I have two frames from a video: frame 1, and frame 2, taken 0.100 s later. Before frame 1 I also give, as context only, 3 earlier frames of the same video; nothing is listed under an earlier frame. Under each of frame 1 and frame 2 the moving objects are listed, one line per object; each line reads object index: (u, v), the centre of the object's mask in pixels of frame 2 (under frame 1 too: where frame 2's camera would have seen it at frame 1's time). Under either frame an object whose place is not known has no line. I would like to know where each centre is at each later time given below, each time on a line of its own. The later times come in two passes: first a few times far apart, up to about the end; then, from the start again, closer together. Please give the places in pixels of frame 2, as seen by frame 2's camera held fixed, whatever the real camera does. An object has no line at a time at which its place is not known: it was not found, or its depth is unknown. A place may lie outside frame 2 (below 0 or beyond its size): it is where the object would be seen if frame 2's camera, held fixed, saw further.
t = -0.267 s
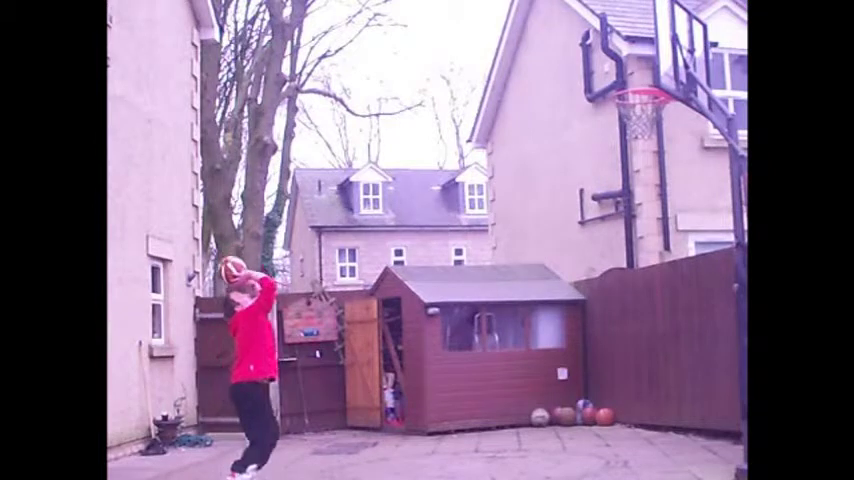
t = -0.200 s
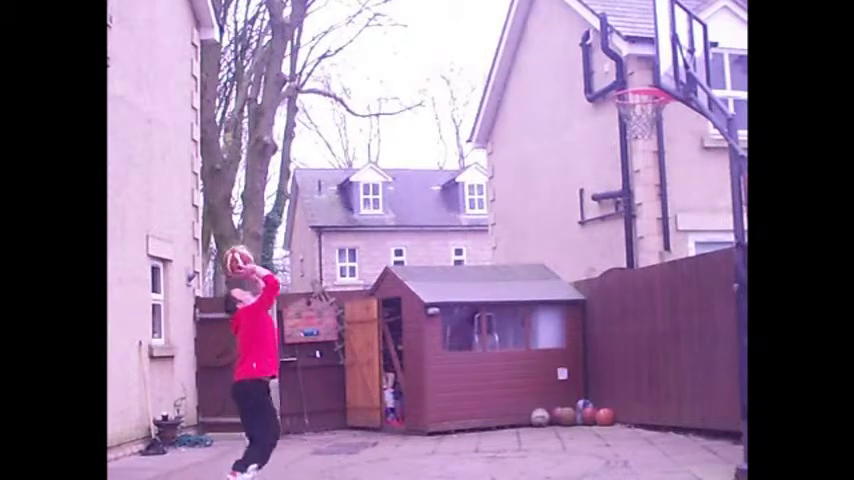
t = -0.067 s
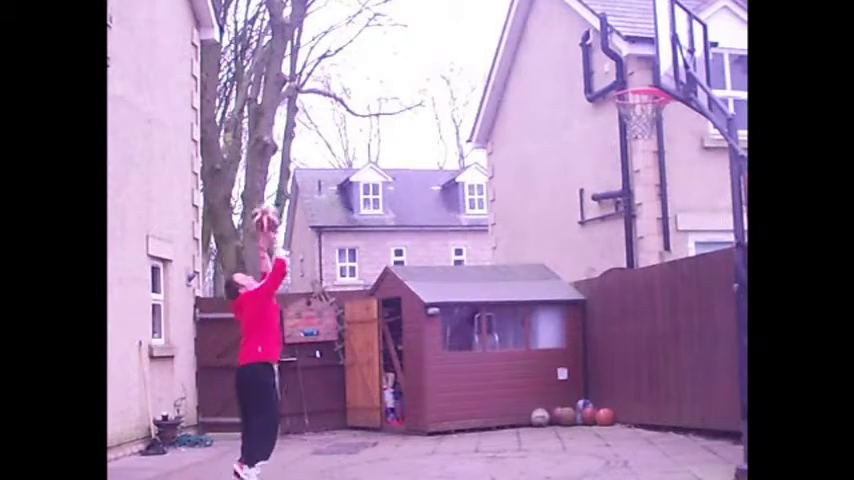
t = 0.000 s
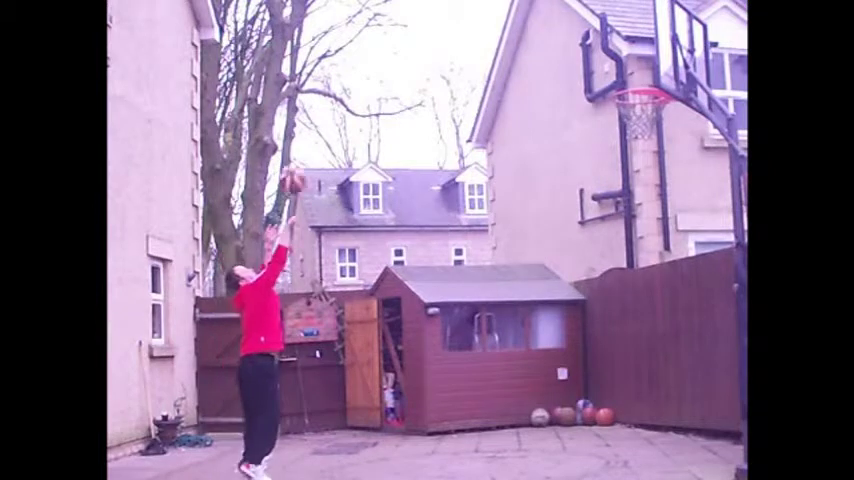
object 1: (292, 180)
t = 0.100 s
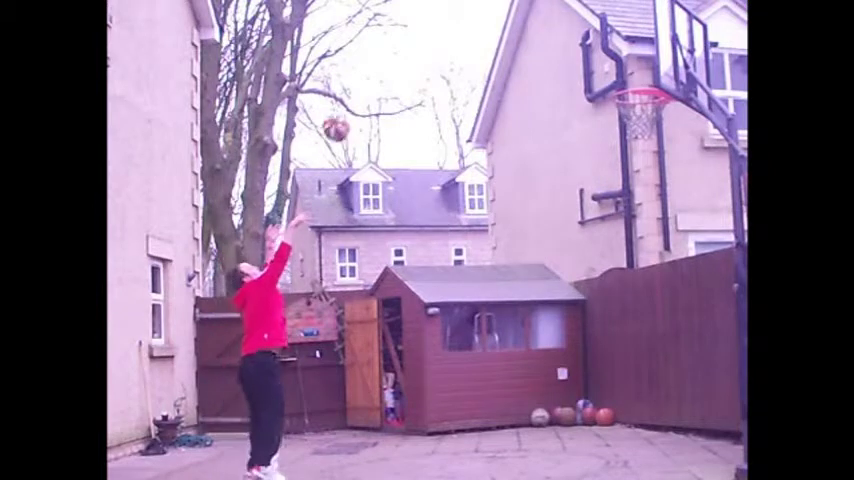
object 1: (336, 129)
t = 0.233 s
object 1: (393, 79)
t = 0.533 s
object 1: (527, 40)
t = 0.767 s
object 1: (629, 77)
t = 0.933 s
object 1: (651, 76)
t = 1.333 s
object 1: (669, 102)
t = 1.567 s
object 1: (670, 153)
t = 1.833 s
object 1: (679, 290)
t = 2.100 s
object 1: (686, 414)
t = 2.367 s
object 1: (680, 287)
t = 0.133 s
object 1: (350, 115)
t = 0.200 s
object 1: (379, 89)
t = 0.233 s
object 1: (393, 79)
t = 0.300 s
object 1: (423, 61)
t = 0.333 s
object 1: (437, 55)
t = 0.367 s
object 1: (452, 49)
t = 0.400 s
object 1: (467, 45)
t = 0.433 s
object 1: (482, 42)
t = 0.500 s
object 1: (513, 39)
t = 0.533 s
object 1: (527, 40)
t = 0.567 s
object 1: (542, 44)
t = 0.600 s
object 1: (557, 46)
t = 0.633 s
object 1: (574, 51)
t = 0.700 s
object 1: (602, 63)
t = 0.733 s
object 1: (619, 72)
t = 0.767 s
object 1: (629, 77)
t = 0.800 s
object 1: (636, 75)
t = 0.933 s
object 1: (651, 76)
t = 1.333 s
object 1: (669, 102)
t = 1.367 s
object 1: (670, 105)
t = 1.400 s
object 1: (670, 109)
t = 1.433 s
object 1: (670, 114)
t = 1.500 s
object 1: (669, 130)
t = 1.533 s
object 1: (670, 141)
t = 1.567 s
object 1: (670, 153)
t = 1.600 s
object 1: (671, 167)
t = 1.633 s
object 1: (672, 181)
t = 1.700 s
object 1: (674, 214)
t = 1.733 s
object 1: (676, 230)
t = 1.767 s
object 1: (677, 251)
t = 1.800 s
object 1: (679, 270)
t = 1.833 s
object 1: (679, 290)
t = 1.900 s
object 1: (682, 337)
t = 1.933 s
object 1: (684, 362)
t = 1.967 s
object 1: (685, 387)
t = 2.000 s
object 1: (686, 414)
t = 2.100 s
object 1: (686, 414)
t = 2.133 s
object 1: (685, 391)
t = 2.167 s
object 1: (684, 372)
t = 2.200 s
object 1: (684, 355)
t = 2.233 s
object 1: (683, 339)
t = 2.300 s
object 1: (681, 311)
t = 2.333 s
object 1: (681, 299)
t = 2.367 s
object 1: (680, 287)
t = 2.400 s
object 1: (680, 278)
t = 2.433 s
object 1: (679, 271)
